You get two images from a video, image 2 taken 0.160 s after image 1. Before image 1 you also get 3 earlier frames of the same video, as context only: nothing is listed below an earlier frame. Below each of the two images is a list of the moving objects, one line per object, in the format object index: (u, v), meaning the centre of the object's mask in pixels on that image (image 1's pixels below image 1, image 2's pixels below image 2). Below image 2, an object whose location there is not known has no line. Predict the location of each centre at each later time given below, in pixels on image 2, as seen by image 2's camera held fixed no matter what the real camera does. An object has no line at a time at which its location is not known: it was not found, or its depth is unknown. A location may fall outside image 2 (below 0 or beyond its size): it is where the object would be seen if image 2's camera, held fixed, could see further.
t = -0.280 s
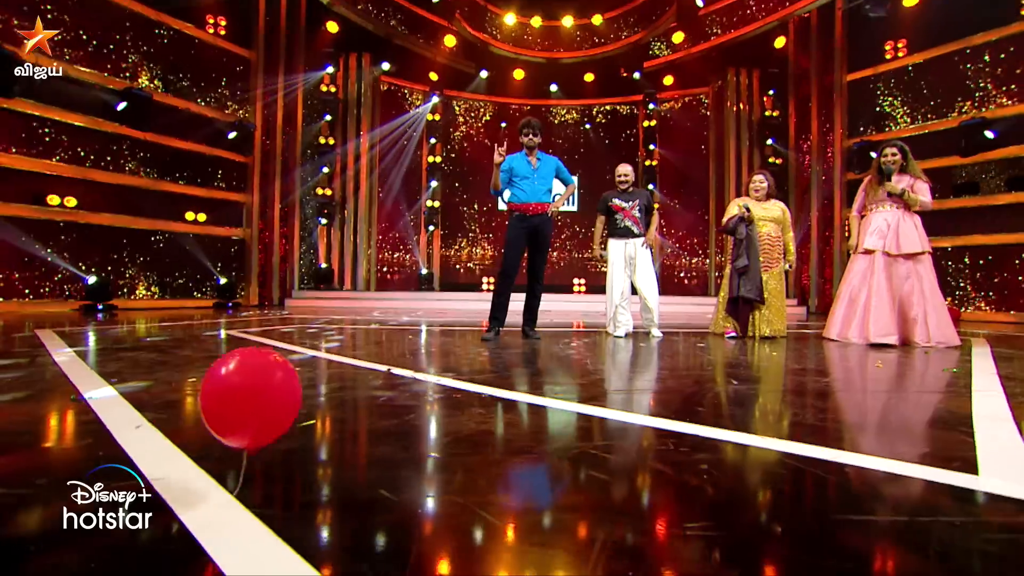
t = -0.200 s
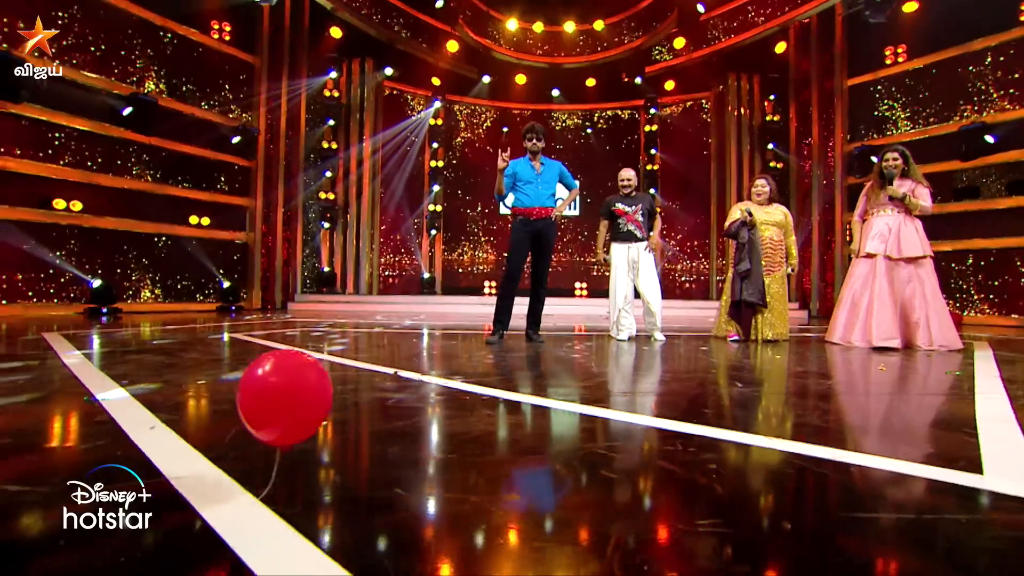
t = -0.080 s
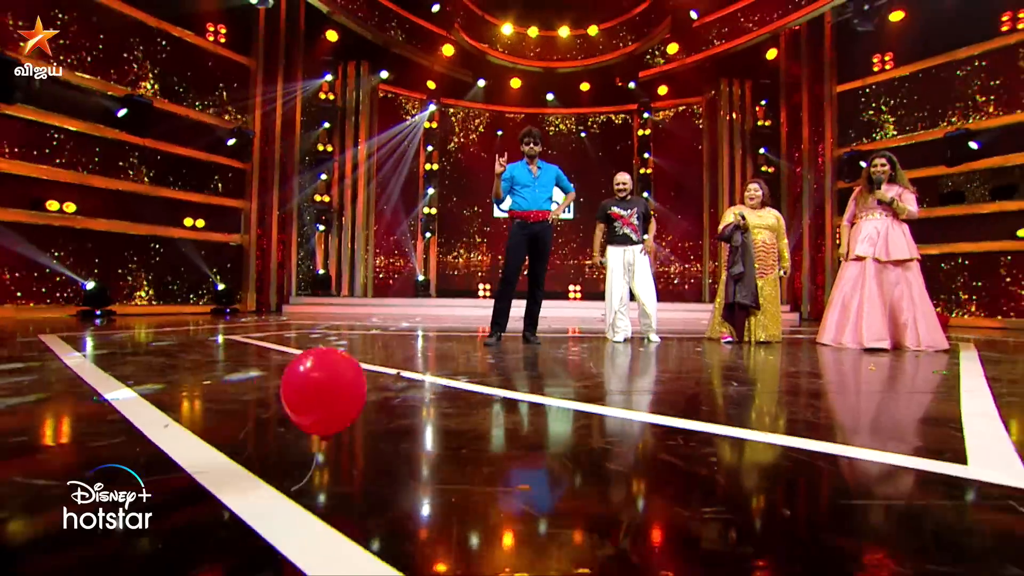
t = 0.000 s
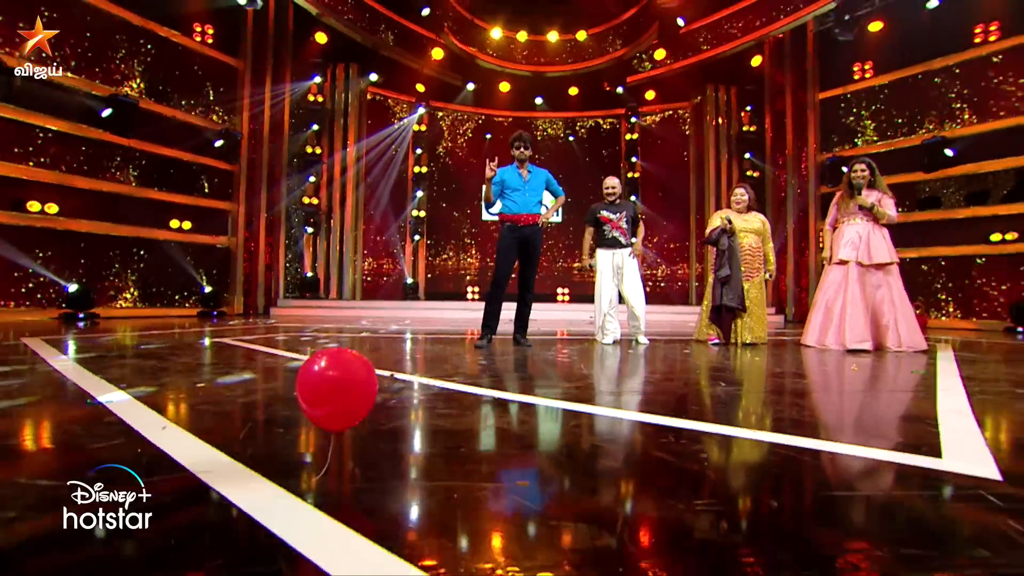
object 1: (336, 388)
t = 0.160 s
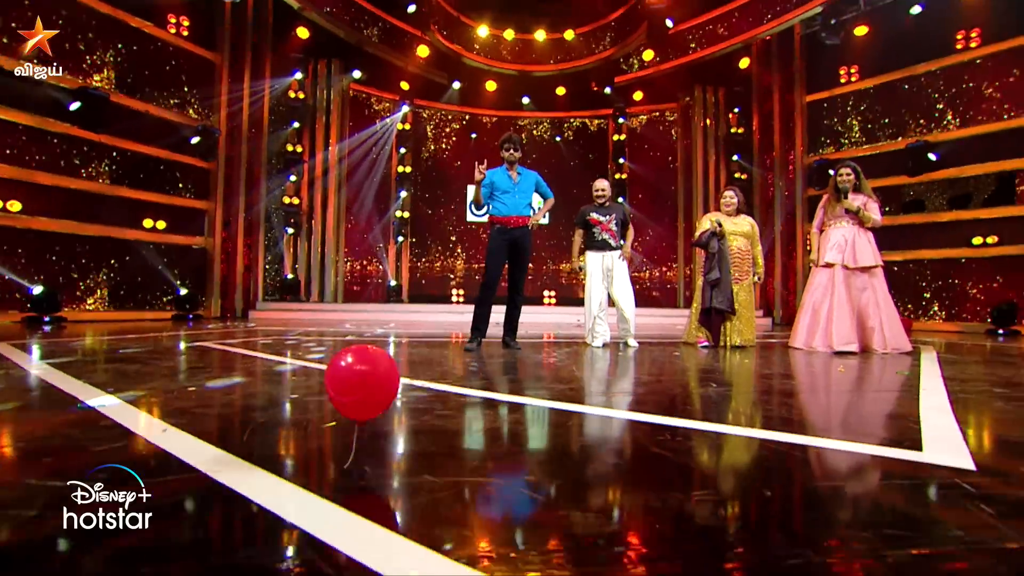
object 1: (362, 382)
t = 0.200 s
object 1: (376, 376)
